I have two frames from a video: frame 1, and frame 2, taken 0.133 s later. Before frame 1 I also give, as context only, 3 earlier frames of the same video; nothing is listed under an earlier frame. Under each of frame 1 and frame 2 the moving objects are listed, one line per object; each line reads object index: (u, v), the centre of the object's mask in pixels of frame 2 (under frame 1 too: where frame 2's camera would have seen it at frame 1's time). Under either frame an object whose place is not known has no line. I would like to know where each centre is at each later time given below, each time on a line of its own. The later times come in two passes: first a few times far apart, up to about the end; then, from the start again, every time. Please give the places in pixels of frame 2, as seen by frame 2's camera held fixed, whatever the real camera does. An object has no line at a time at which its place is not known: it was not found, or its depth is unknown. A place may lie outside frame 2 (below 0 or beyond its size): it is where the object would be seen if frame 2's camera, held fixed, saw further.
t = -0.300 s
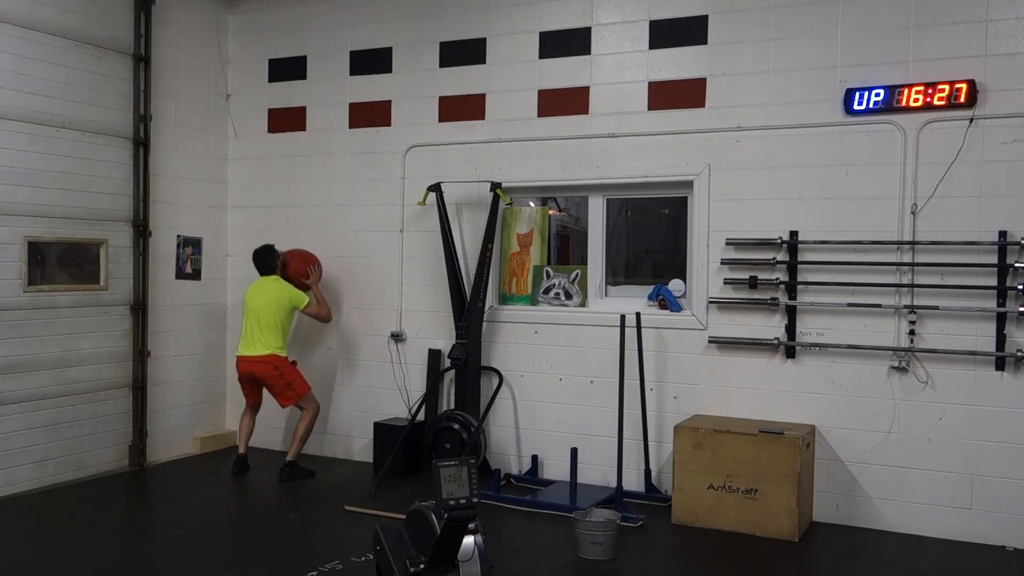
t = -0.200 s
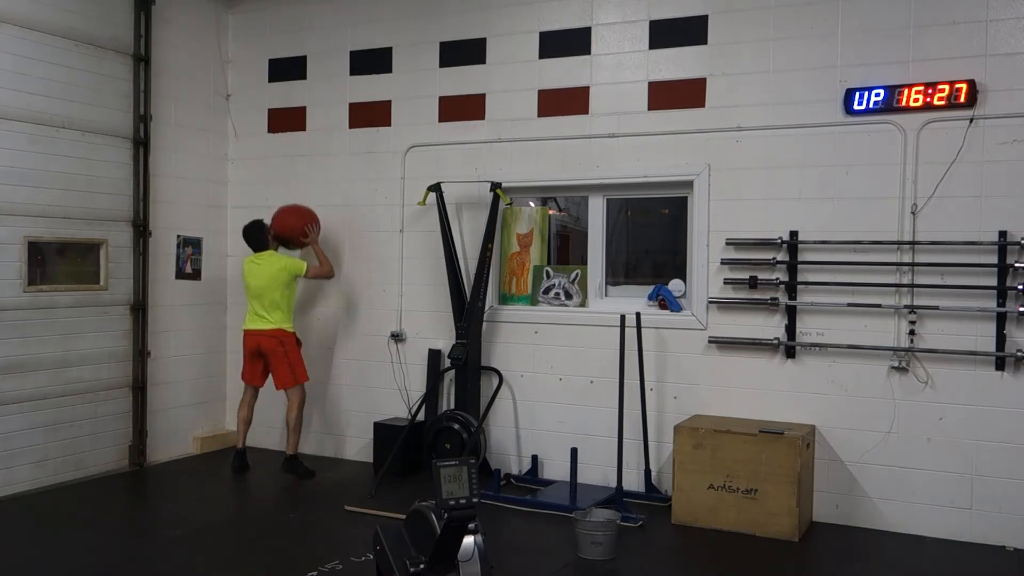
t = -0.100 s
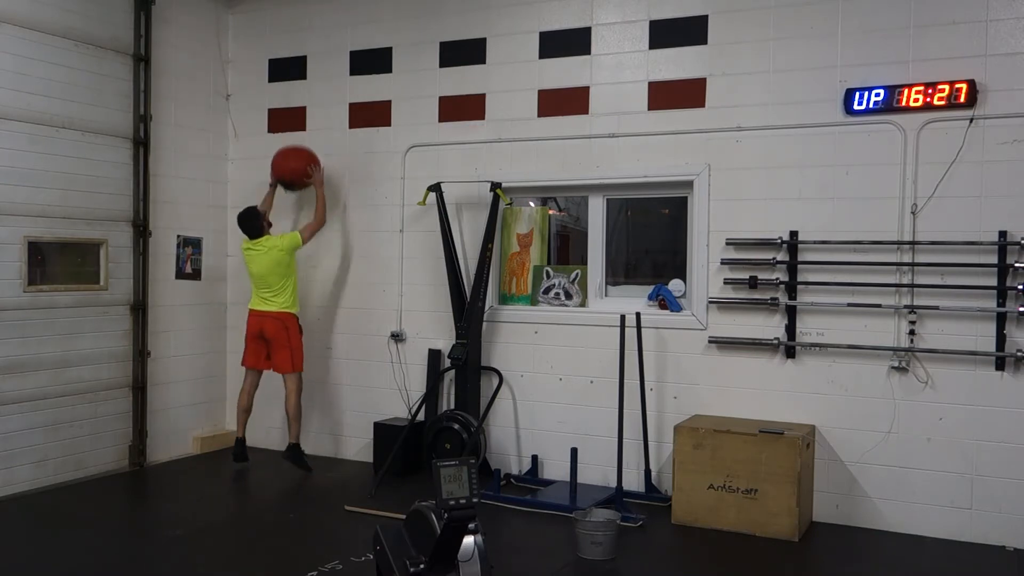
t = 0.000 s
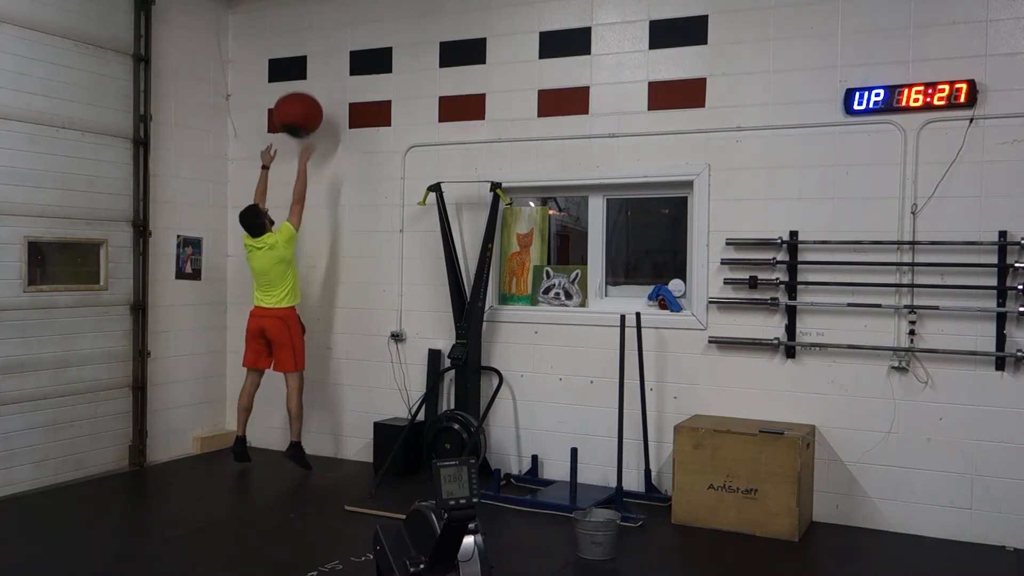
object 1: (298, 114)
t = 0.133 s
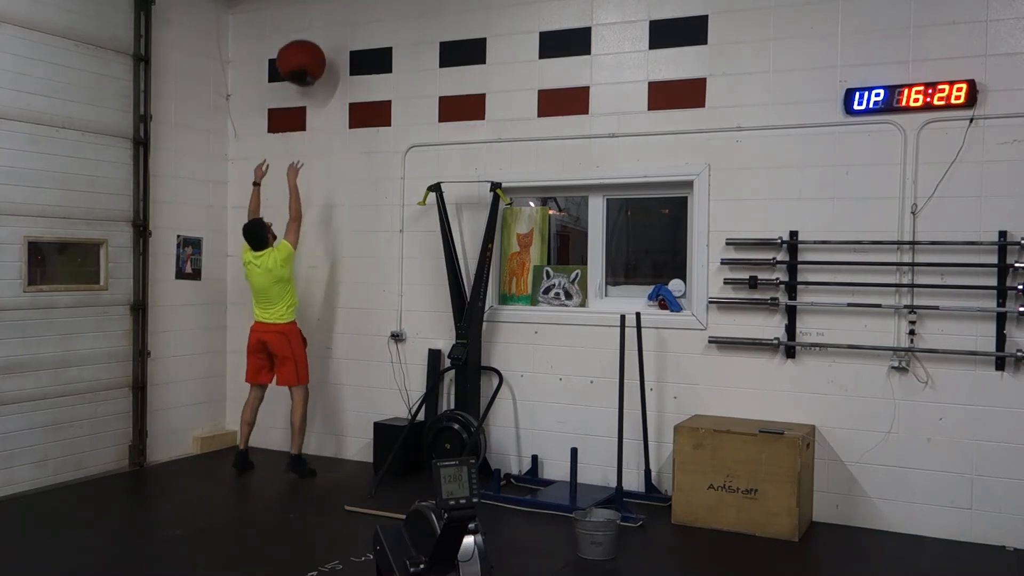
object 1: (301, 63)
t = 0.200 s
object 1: (303, 45)
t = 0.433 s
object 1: (308, 29)
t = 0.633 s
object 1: (302, 60)
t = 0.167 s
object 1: (302, 53)
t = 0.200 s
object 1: (303, 45)
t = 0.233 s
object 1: (304, 38)
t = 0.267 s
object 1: (304, 33)
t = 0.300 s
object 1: (305, 29)
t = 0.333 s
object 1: (306, 27)
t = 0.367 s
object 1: (307, 26)
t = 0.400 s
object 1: (307, 27)
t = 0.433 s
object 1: (308, 29)
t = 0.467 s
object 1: (308, 31)
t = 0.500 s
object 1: (307, 33)
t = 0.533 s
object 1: (306, 38)
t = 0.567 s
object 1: (305, 44)
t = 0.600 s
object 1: (304, 51)
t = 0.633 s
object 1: (302, 60)
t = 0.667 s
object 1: (302, 70)
